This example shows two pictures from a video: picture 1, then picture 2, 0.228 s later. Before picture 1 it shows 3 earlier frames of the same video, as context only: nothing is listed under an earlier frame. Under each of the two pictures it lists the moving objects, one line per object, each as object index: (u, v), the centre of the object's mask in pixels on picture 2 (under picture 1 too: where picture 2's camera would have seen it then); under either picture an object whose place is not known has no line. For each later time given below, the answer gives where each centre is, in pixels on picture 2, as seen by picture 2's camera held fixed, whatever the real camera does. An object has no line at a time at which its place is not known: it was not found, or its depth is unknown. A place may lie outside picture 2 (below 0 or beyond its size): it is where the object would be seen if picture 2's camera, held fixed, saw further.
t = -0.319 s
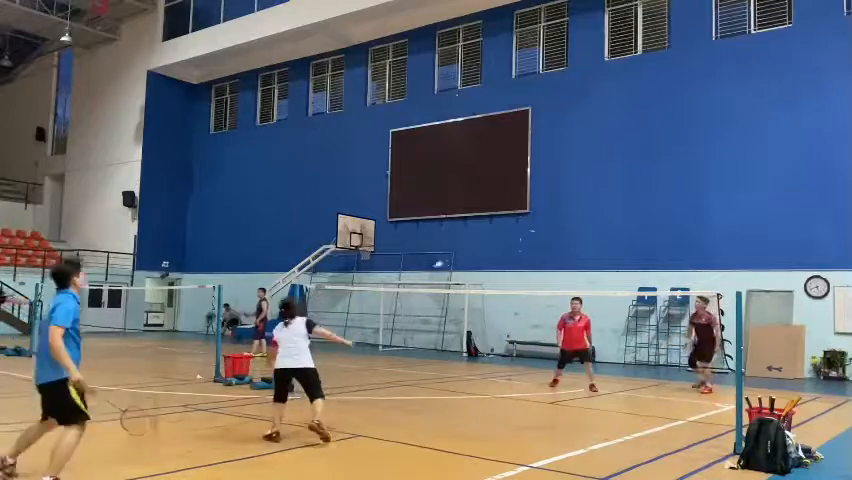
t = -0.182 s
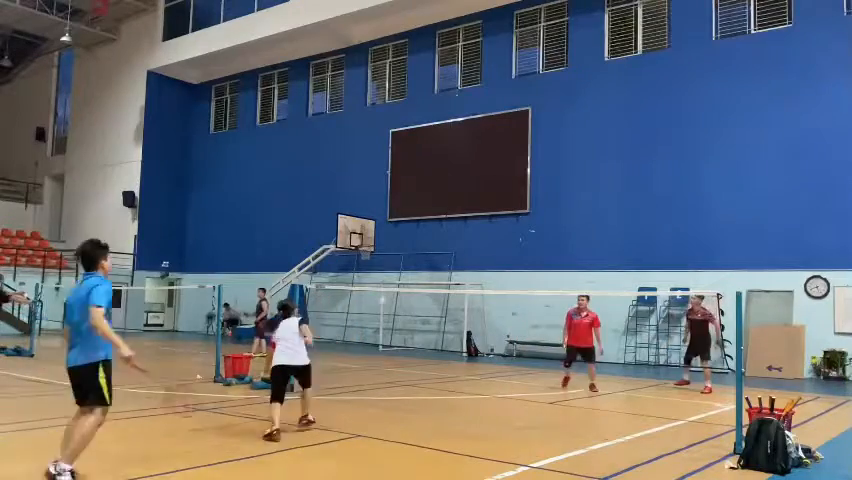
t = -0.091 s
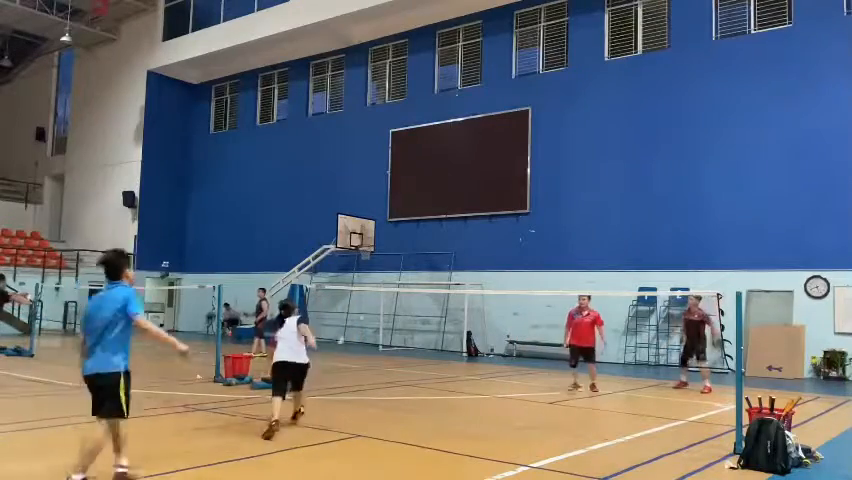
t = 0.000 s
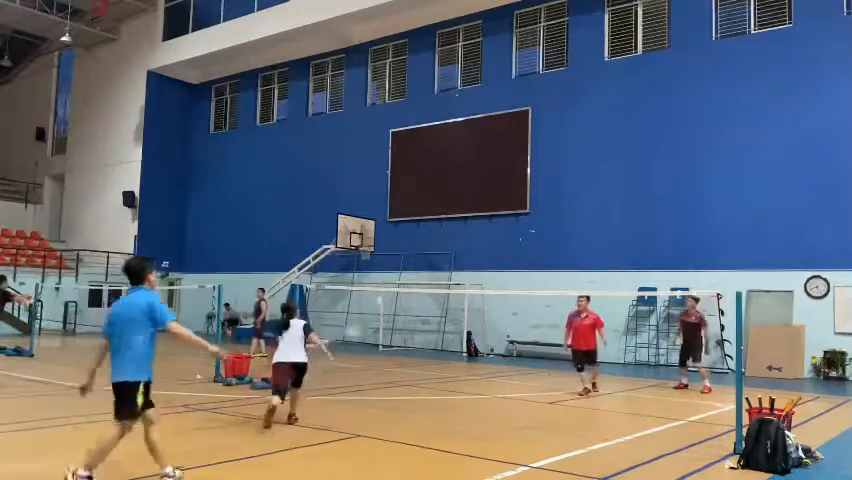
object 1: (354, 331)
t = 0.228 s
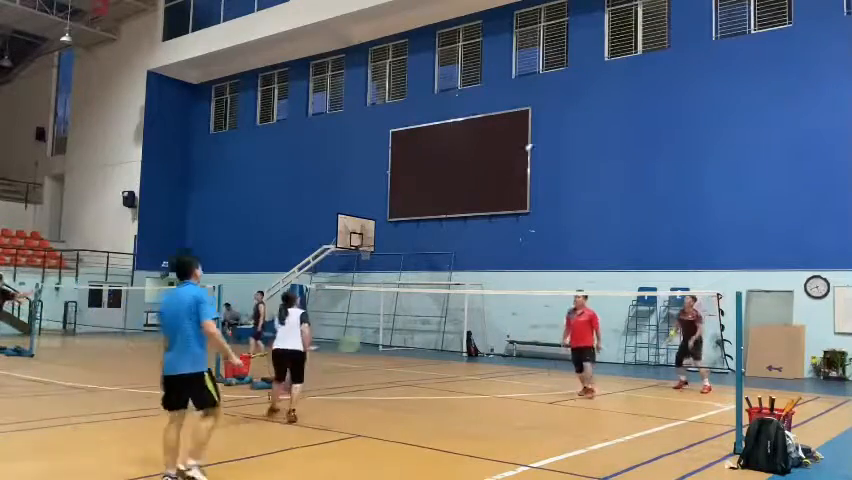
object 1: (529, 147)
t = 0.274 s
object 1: (547, 134)
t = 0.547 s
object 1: (624, 128)
